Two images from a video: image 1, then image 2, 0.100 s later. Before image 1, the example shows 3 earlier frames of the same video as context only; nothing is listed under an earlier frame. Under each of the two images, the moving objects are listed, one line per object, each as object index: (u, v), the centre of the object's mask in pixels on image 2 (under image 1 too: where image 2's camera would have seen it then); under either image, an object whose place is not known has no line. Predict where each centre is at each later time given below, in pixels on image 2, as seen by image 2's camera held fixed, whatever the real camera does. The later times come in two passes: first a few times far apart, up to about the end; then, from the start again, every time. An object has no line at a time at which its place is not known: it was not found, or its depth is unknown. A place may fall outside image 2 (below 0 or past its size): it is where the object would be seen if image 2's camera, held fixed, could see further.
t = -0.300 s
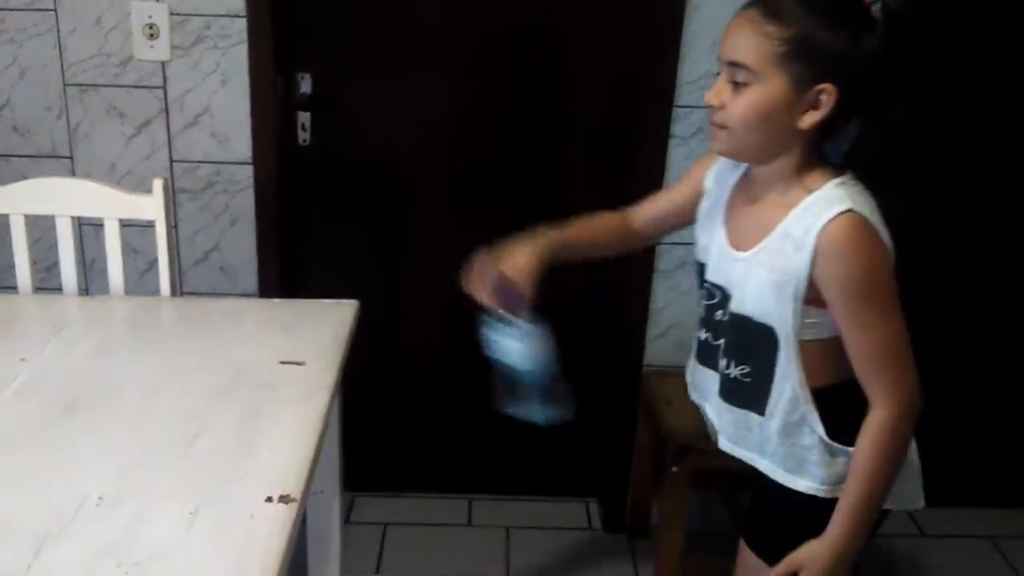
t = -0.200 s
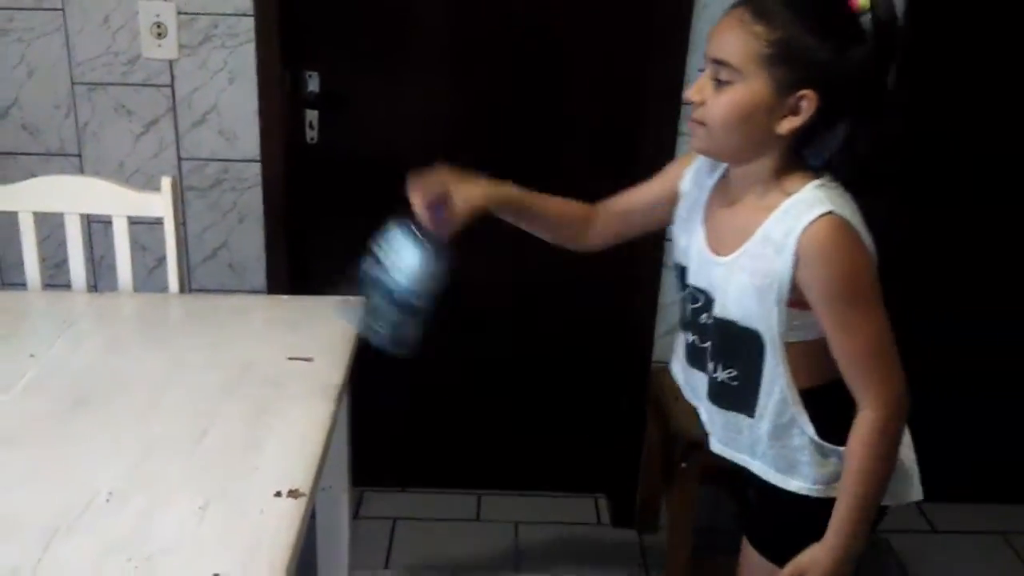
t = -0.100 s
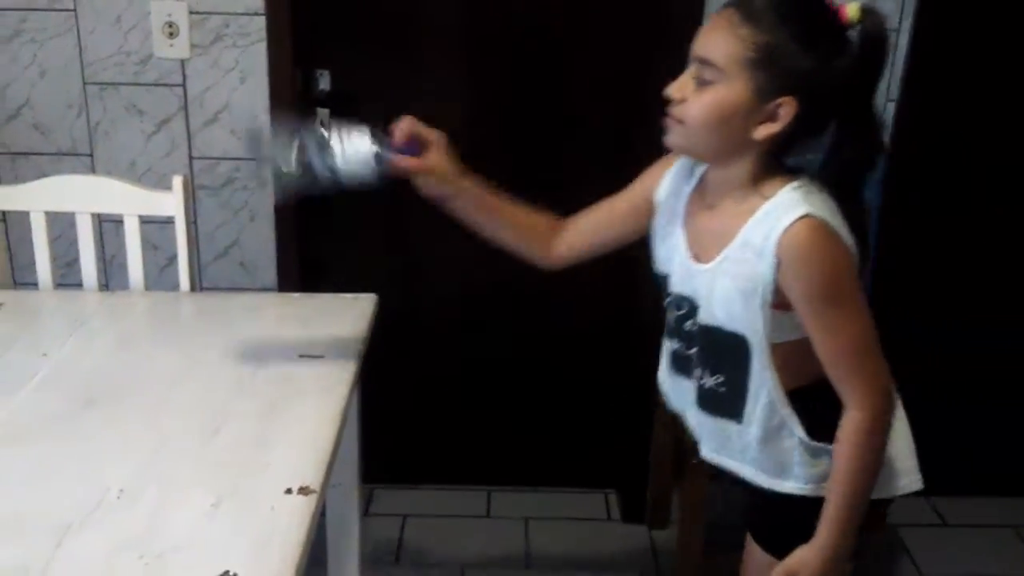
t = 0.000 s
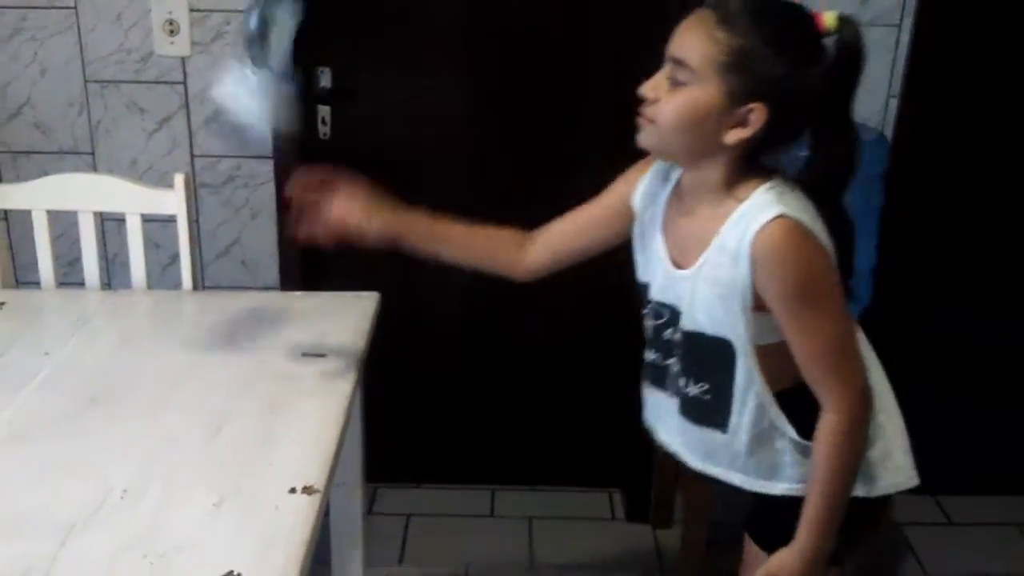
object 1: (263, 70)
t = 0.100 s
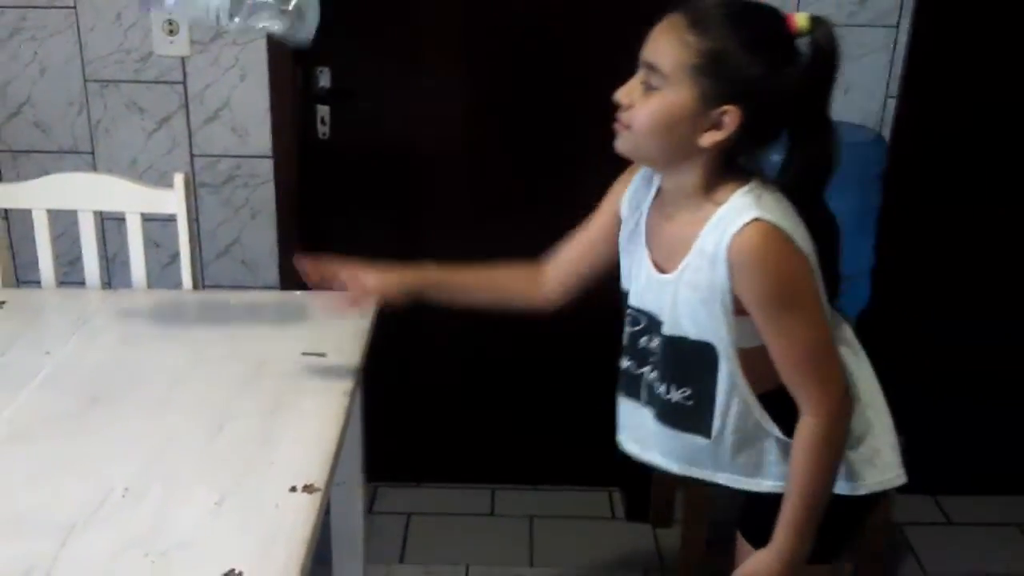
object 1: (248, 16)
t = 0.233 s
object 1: (249, 77)
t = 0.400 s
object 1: (272, 347)
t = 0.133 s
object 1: (268, 26)
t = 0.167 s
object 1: (265, 40)
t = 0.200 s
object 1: (255, 57)
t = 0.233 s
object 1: (249, 77)
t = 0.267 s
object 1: (248, 111)
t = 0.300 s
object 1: (253, 155)
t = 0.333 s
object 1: (258, 220)
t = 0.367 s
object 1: (258, 280)
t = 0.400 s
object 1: (272, 347)
